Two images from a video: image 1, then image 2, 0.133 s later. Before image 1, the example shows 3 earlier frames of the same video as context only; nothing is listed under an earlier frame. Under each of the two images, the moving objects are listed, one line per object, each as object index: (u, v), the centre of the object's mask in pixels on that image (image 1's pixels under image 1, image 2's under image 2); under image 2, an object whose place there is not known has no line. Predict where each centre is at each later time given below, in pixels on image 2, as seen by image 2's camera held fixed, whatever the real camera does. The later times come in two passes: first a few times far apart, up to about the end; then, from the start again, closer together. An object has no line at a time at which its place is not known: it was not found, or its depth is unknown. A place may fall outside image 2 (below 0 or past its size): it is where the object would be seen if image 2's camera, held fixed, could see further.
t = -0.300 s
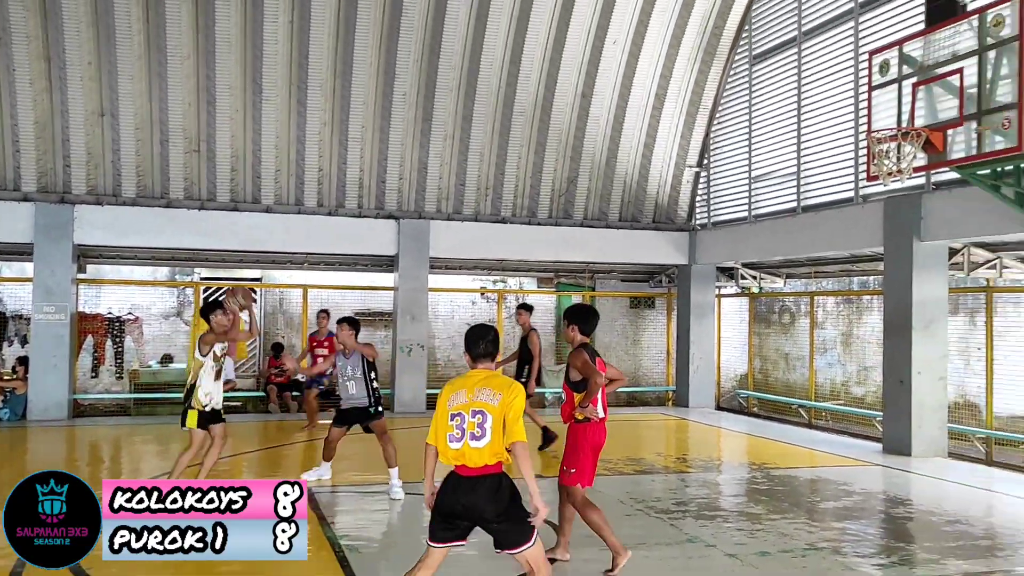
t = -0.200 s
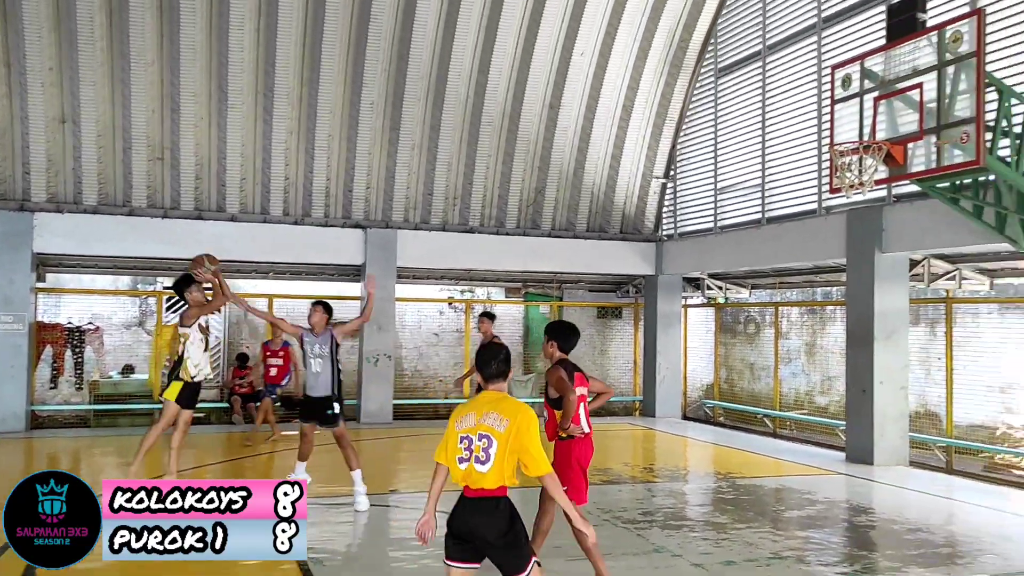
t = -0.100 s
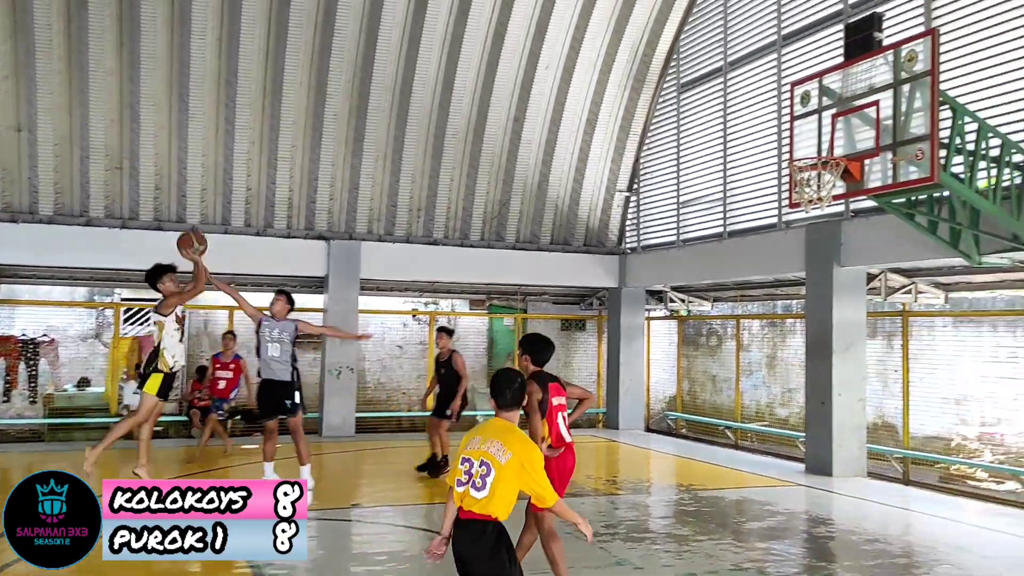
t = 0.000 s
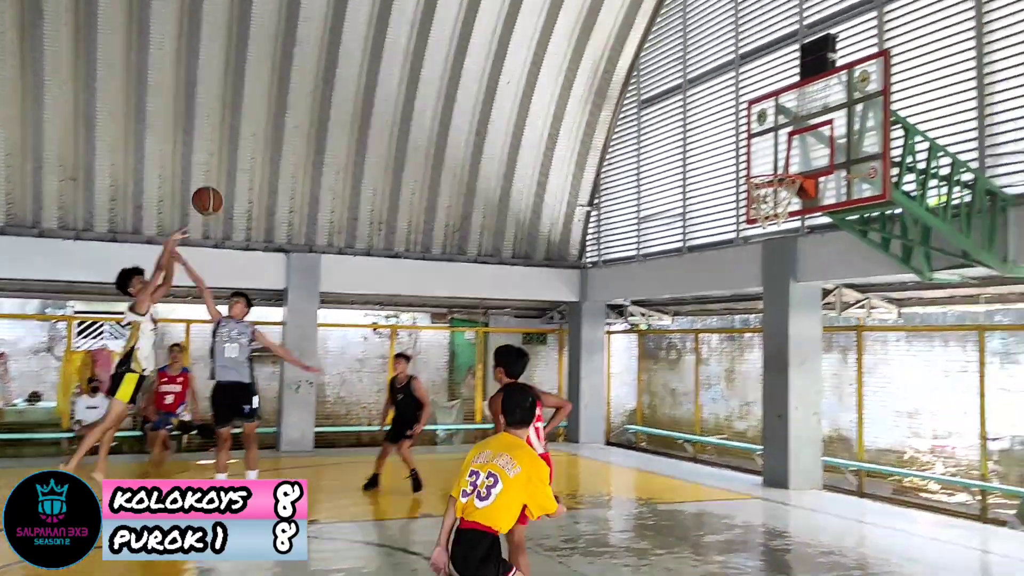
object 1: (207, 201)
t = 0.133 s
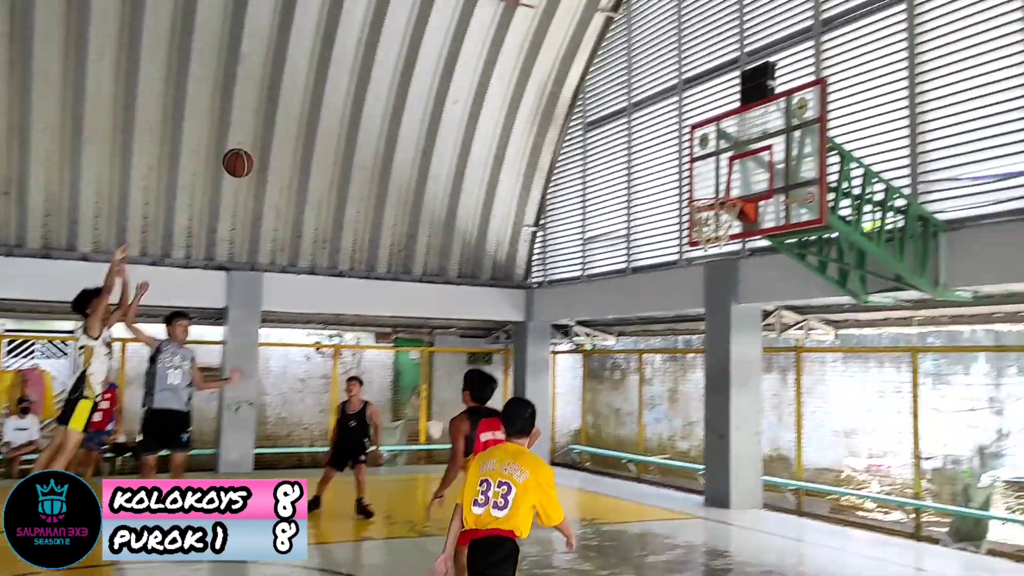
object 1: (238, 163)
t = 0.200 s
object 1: (282, 145)
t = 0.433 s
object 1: (426, 122)
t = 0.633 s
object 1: (542, 151)
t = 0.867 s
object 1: (674, 241)
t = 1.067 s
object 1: (780, 364)
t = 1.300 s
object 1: (899, 540)
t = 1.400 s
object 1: (931, 488)
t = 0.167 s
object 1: (260, 153)
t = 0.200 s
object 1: (282, 145)
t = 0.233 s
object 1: (304, 138)
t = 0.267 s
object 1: (325, 132)
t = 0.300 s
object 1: (346, 128)
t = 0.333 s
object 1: (366, 125)
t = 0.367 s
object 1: (387, 123)
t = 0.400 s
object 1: (407, 122)
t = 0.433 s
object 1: (426, 122)
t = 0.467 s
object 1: (446, 124)
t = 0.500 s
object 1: (466, 127)
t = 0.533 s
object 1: (485, 131)
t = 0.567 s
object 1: (504, 136)
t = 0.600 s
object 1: (523, 143)
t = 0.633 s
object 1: (542, 151)
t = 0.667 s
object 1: (560, 159)
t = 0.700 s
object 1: (580, 170)
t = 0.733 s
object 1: (599, 181)
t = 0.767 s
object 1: (618, 194)
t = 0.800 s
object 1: (636, 208)
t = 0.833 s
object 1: (655, 224)
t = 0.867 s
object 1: (674, 241)
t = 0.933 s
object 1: (710, 278)
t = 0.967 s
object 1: (727, 297)
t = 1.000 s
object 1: (744, 318)
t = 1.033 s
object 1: (761, 340)
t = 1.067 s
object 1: (780, 364)
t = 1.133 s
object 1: (818, 416)
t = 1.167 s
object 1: (834, 444)
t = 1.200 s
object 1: (851, 472)
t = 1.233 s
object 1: (869, 502)
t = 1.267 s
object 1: (887, 528)
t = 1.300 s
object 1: (899, 540)
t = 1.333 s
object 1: (909, 527)
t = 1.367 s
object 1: (921, 508)
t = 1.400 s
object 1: (931, 488)
